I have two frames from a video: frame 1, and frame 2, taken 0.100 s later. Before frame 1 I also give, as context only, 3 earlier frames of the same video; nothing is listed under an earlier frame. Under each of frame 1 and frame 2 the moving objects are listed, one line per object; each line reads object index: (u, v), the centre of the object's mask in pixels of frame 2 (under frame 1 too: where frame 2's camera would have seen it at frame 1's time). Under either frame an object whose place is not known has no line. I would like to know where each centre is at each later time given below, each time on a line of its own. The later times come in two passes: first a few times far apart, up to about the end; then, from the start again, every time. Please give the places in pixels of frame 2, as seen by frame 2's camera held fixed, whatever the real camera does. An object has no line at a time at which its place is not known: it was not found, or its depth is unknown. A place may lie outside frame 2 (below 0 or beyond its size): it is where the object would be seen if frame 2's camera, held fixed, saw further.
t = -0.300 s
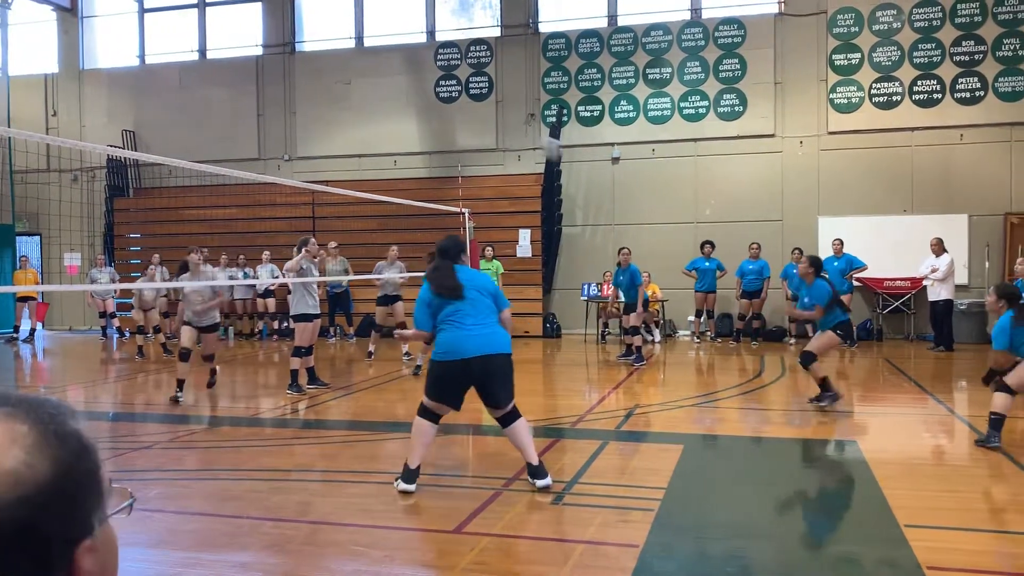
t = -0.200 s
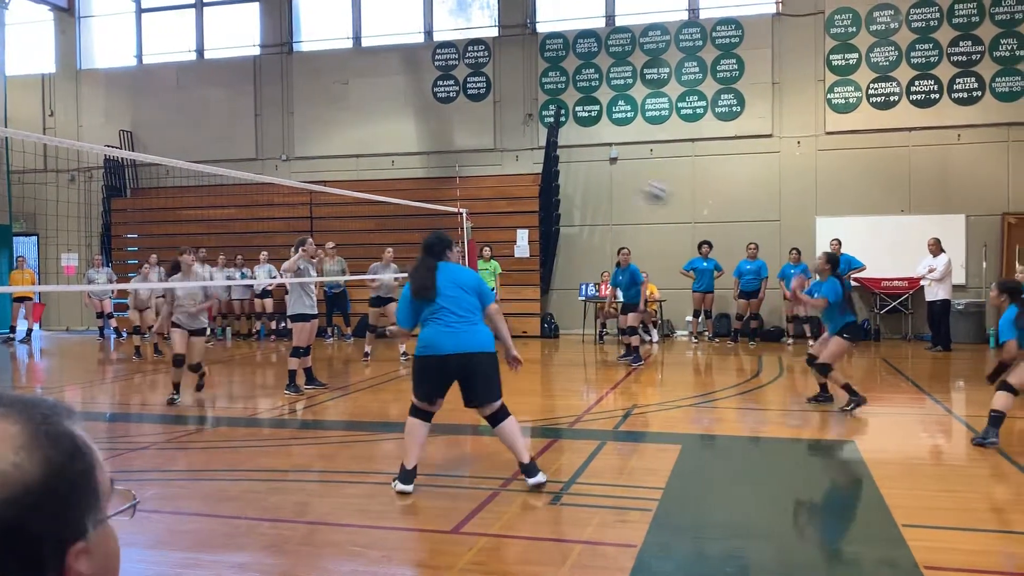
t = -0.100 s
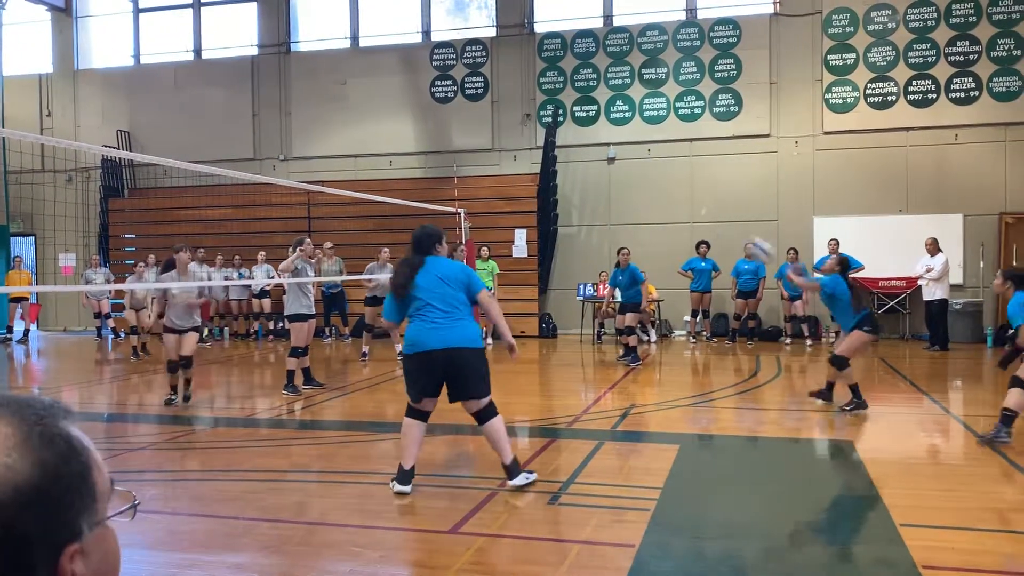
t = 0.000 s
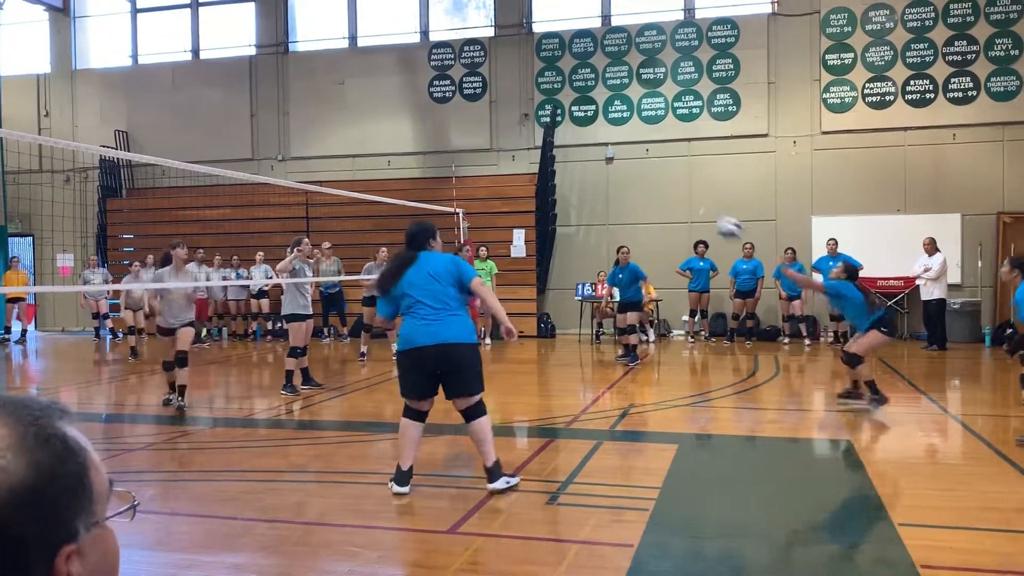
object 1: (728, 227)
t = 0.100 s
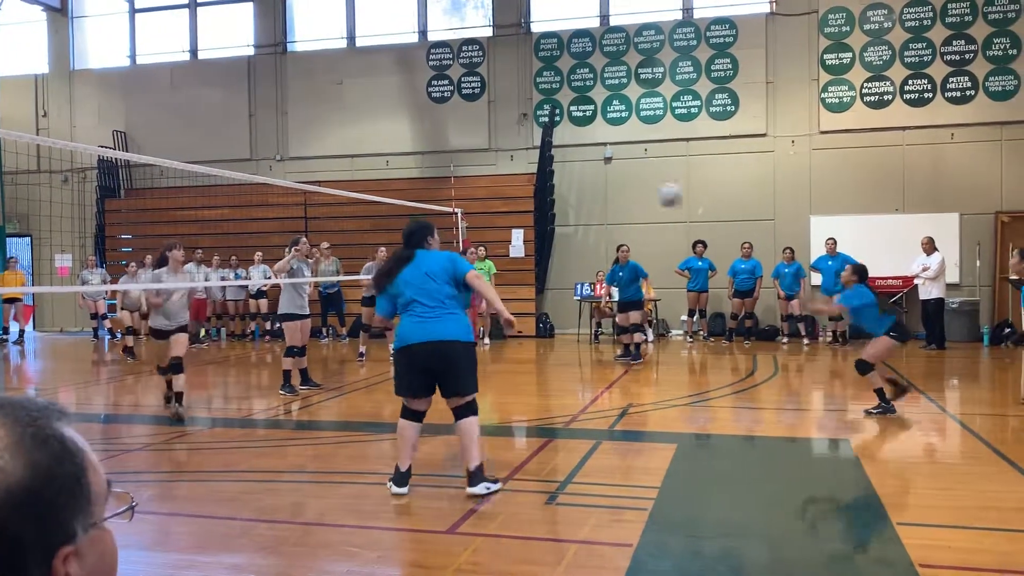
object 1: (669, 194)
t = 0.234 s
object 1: (589, 168)
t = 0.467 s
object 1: (448, 164)
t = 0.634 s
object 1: (346, 200)
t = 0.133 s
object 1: (648, 187)
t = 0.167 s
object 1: (628, 179)
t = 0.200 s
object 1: (608, 173)
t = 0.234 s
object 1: (589, 168)
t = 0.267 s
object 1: (567, 164)
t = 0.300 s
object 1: (548, 160)
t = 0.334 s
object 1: (527, 159)
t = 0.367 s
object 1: (507, 158)
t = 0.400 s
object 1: (487, 160)
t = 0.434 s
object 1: (467, 162)
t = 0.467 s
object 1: (448, 164)
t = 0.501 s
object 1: (427, 168)
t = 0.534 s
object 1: (408, 175)
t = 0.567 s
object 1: (387, 182)
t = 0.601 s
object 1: (366, 191)
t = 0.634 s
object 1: (346, 200)
